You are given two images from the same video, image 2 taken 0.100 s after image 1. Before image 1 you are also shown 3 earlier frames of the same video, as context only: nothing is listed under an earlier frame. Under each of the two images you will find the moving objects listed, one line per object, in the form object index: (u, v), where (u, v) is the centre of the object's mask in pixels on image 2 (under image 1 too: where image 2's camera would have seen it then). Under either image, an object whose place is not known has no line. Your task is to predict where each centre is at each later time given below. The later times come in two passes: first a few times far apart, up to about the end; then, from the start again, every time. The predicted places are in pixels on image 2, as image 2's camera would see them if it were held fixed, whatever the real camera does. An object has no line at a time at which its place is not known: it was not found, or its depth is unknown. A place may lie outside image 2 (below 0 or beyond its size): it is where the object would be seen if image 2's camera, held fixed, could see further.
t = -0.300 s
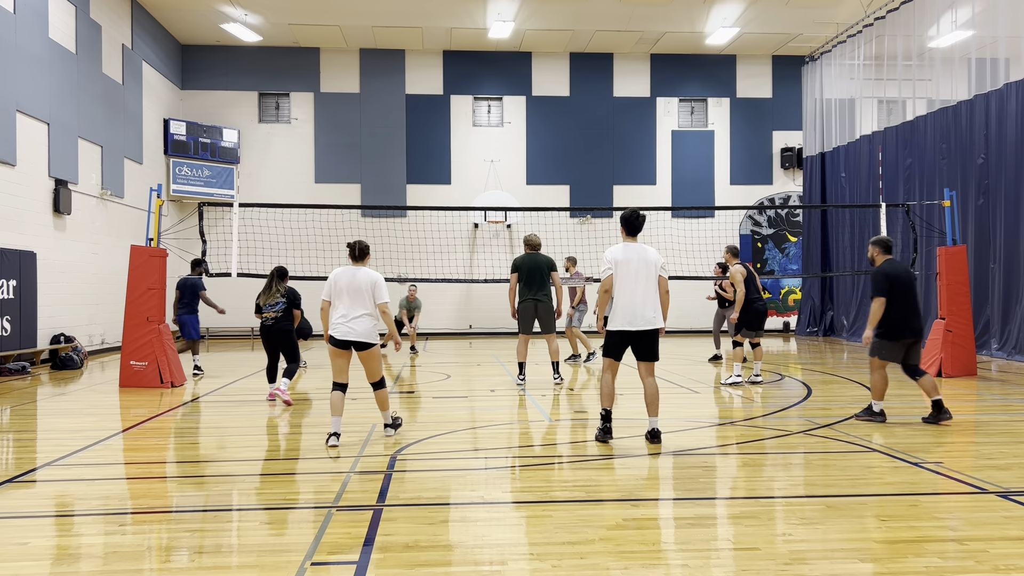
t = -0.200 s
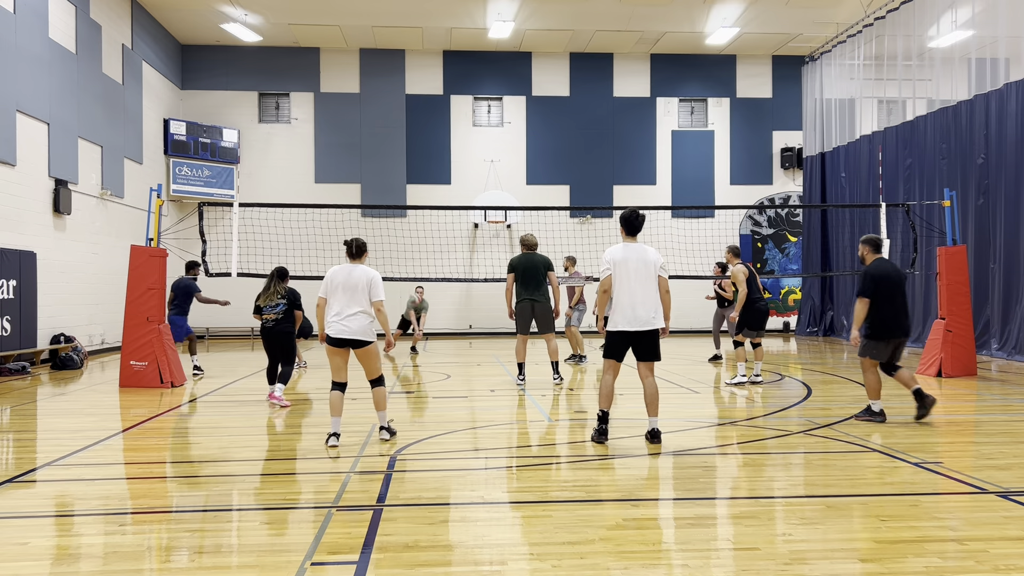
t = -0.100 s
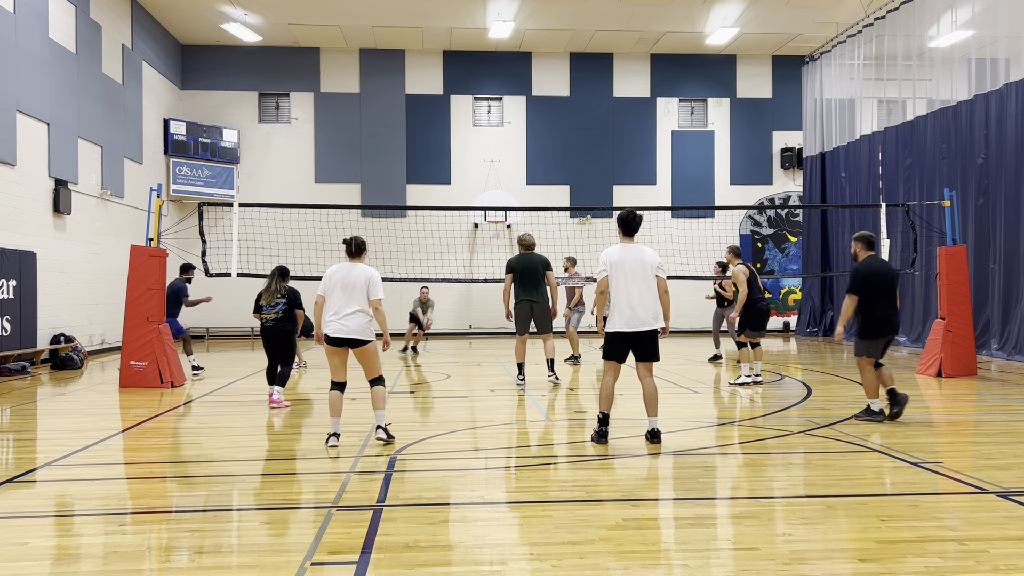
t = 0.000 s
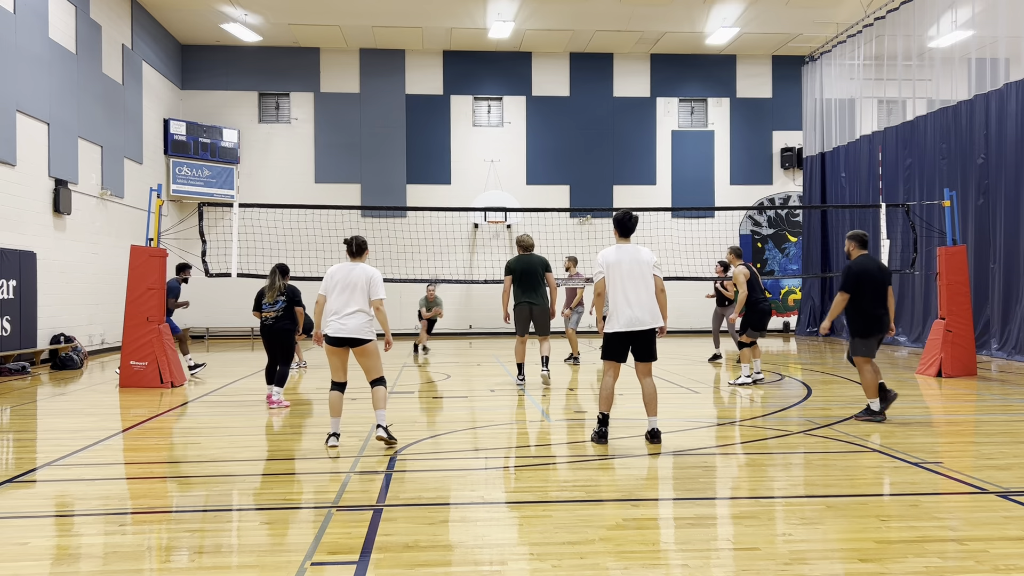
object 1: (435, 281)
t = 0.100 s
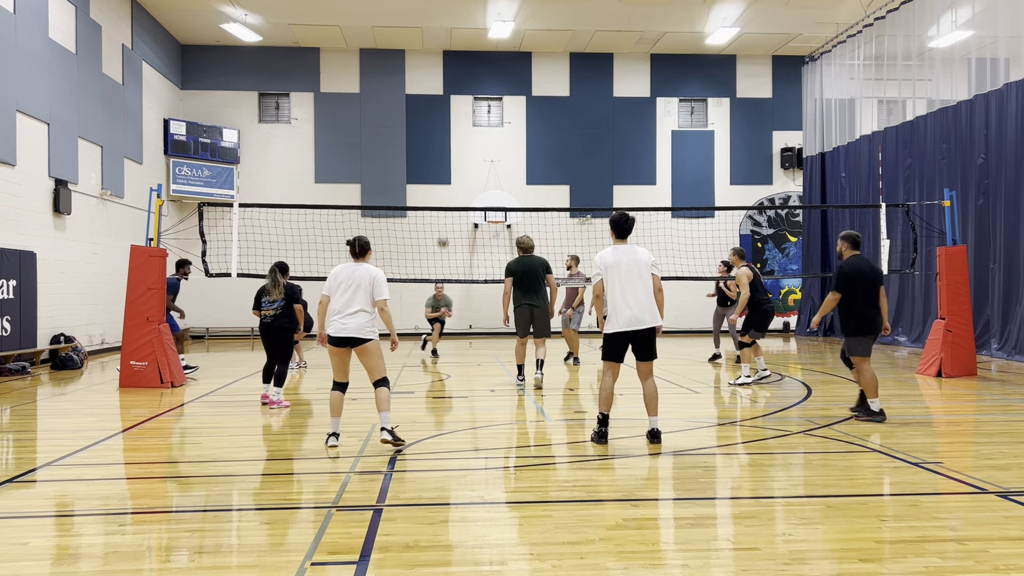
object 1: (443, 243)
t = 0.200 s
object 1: (450, 202)
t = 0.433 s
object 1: (473, 134)
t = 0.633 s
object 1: (496, 90)
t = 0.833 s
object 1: (522, 72)
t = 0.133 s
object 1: (445, 229)
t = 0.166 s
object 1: (448, 217)
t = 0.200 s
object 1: (450, 202)
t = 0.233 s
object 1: (453, 194)
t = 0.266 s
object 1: (456, 183)
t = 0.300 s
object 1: (459, 173)
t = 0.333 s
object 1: (463, 163)
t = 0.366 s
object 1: (466, 153)
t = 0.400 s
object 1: (470, 143)
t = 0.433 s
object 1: (473, 134)
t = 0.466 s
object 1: (477, 125)
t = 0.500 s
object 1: (480, 118)
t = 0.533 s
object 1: (484, 109)
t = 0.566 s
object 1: (489, 102)
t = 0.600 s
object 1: (493, 95)
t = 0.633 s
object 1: (496, 90)
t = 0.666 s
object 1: (500, 85)
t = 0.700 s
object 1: (504, 80)
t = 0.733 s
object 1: (509, 77)
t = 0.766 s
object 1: (513, 74)
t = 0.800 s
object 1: (518, 73)
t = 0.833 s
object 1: (522, 72)
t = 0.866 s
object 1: (526, 72)
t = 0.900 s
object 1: (531, 74)
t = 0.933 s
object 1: (536, 77)
